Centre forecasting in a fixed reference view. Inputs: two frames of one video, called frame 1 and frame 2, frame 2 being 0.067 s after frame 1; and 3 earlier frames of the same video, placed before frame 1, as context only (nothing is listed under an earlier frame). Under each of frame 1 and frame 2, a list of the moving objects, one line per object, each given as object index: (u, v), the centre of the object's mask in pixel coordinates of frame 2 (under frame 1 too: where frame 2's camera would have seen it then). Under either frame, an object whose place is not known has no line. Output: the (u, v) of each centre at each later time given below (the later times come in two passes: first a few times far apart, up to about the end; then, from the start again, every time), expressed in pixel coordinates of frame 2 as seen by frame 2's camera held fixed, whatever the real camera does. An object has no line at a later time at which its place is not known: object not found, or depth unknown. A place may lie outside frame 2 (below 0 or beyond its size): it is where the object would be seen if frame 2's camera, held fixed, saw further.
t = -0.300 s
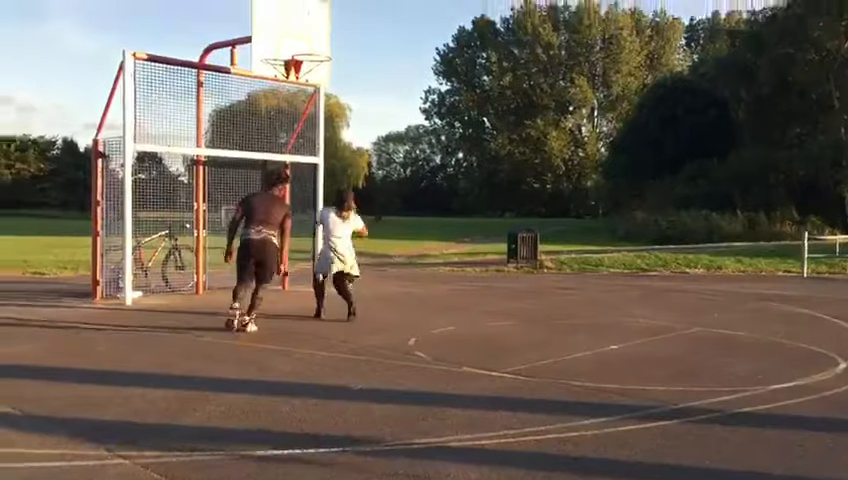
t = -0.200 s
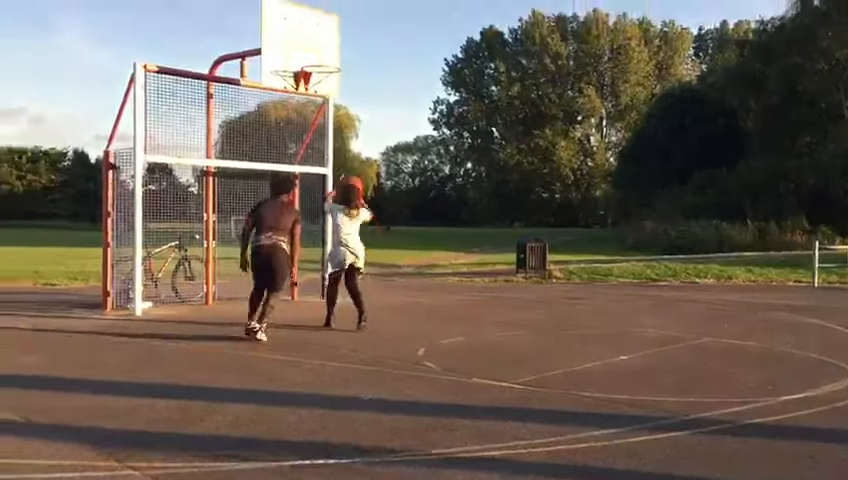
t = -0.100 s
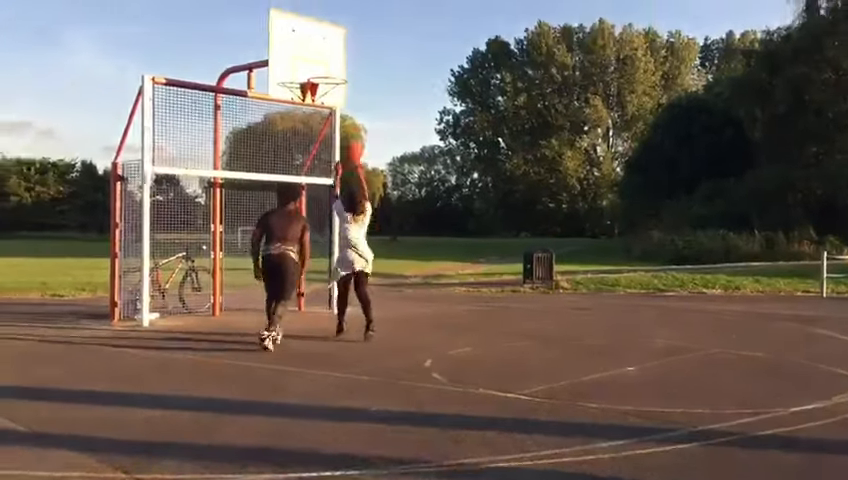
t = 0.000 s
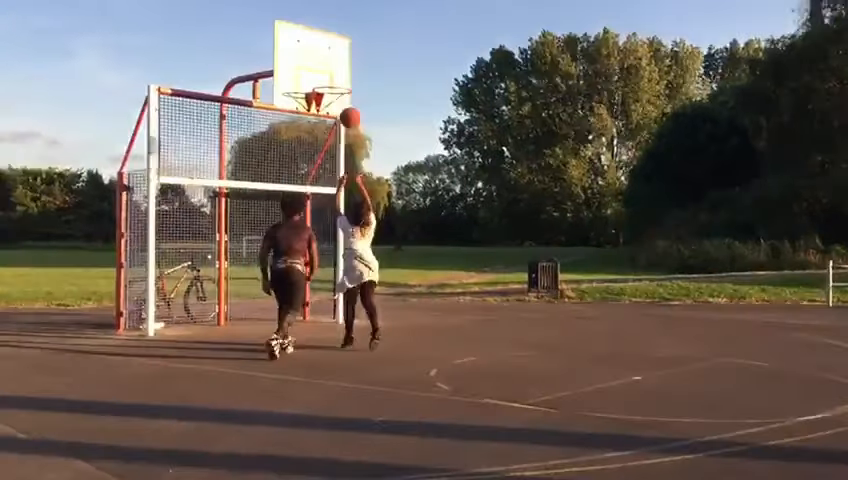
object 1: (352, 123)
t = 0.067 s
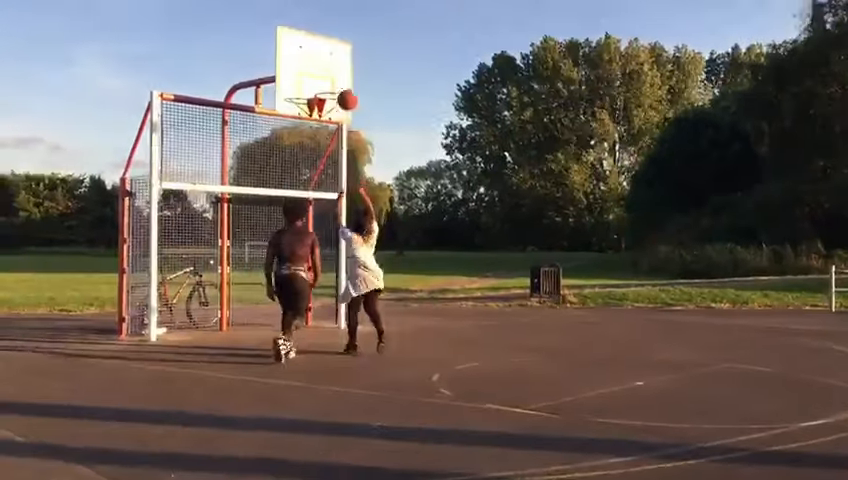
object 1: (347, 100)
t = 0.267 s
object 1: (333, 55)
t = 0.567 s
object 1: (322, 50)
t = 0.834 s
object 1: (340, 85)
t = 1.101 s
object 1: (327, 80)
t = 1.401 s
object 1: (329, 87)
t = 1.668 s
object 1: (341, 114)
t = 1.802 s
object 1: (348, 150)
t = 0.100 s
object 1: (345, 90)
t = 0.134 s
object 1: (342, 81)
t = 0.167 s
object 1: (340, 73)
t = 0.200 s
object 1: (337, 66)
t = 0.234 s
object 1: (335, 60)
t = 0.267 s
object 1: (333, 55)
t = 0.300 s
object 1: (331, 51)
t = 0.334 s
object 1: (329, 48)
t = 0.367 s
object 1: (327, 46)
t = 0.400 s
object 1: (325, 45)
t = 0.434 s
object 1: (323, 45)
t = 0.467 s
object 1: (320, 45)
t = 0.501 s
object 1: (319, 47)
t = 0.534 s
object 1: (320, 48)
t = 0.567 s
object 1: (322, 50)
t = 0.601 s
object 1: (325, 53)
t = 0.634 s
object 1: (328, 57)
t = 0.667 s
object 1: (331, 61)
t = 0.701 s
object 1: (334, 67)
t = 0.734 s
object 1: (337, 74)
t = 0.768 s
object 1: (340, 81)
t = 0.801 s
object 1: (342, 88)
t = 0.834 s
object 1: (340, 85)
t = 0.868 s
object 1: (337, 84)
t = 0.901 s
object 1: (335, 84)
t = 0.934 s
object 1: (332, 84)
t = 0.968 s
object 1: (330, 86)
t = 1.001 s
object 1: (328, 88)
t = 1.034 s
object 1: (327, 85)
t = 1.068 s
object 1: (327, 83)
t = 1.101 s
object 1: (327, 80)
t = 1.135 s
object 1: (327, 79)
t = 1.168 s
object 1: (327, 78)
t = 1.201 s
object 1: (327, 78)
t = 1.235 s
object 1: (327, 79)
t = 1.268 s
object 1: (326, 81)
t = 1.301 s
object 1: (326, 83)
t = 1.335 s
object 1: (326, 87)
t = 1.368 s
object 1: (327, 87)
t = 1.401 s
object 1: (329, 87)
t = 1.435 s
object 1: (330, 87)
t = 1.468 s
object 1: (332, 88)
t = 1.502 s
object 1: (333, 90)
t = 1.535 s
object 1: (335, 93)
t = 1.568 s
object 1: (336, 97)
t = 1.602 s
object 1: (338, 101)
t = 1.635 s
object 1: (340, 108)
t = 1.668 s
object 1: (341, 114)
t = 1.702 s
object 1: (342, 122)
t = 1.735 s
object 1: (344, 130)
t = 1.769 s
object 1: (347, 139)
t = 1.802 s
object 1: (348, 150)
